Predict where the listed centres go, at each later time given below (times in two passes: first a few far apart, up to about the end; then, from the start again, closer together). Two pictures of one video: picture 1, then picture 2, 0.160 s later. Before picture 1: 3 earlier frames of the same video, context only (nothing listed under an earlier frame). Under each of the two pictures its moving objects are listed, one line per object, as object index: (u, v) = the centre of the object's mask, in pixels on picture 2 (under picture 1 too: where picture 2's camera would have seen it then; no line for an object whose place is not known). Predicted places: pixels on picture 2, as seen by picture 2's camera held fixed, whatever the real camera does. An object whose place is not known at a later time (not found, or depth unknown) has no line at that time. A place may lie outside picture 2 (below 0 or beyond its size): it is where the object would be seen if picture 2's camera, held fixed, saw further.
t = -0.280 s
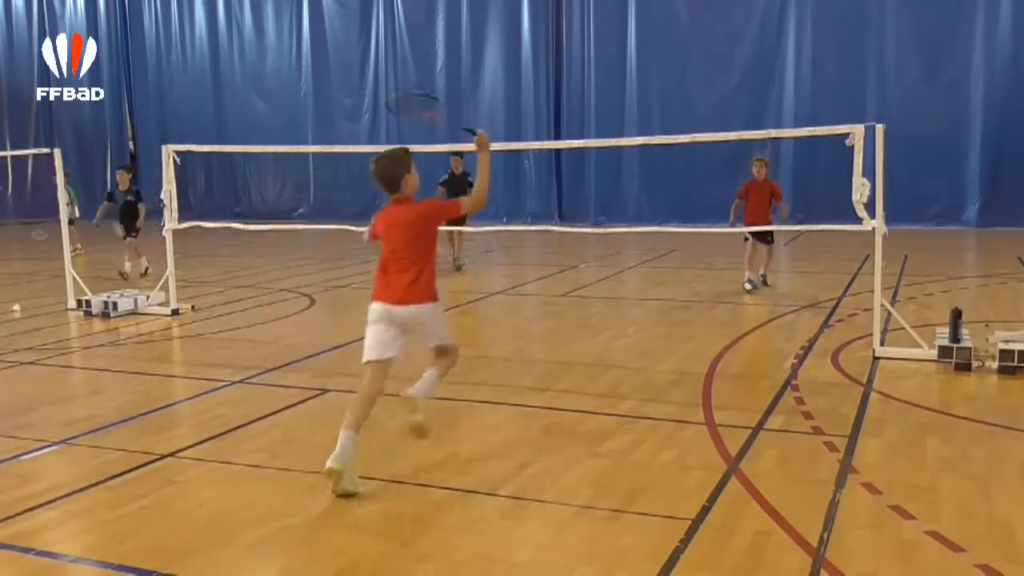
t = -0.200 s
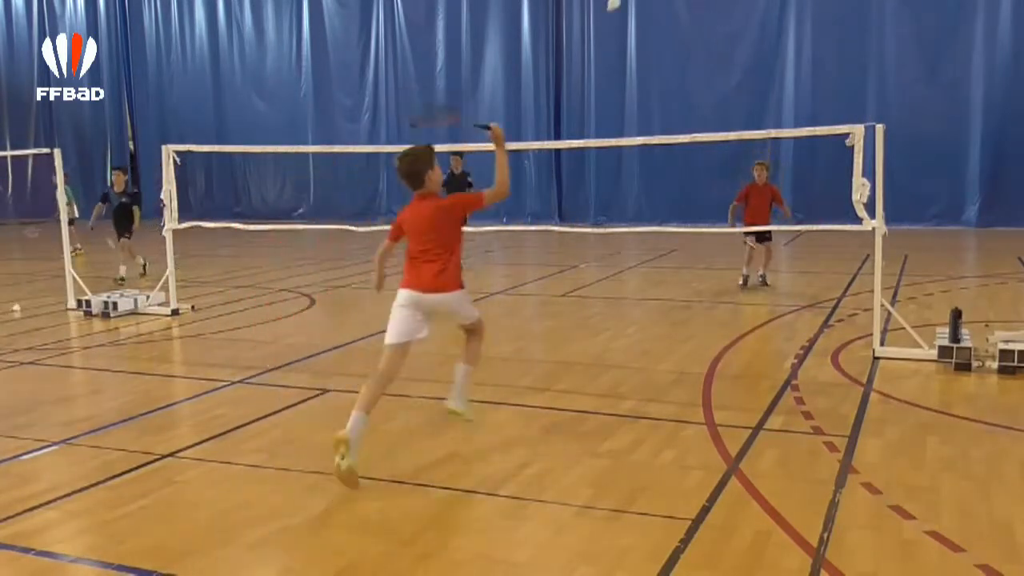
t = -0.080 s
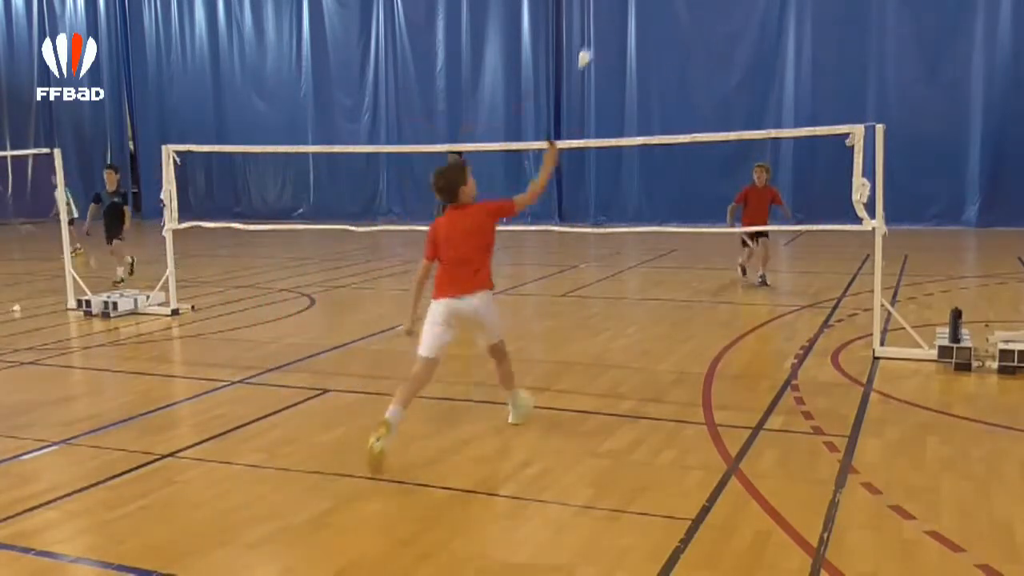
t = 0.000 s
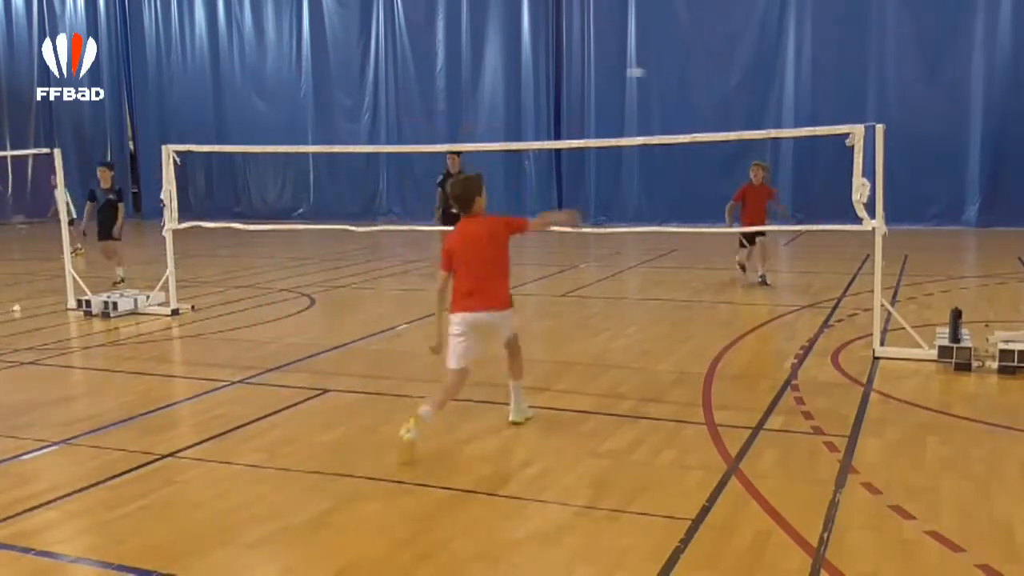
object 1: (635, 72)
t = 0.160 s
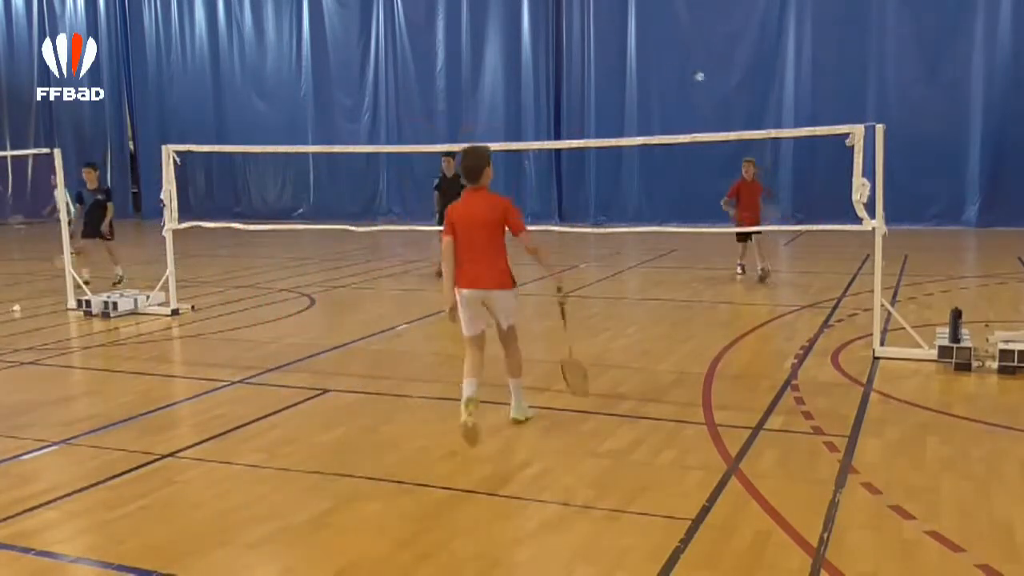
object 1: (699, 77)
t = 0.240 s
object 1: (713, 85)
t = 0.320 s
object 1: (723, 97)
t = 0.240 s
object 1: (713, 85)
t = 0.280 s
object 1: (719, 91)
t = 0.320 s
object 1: (723, 97)
